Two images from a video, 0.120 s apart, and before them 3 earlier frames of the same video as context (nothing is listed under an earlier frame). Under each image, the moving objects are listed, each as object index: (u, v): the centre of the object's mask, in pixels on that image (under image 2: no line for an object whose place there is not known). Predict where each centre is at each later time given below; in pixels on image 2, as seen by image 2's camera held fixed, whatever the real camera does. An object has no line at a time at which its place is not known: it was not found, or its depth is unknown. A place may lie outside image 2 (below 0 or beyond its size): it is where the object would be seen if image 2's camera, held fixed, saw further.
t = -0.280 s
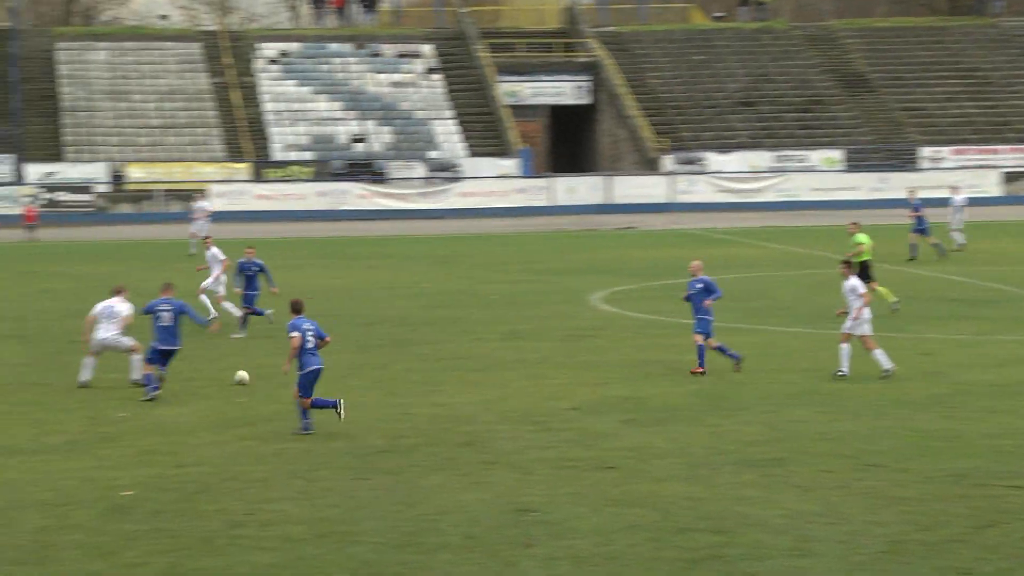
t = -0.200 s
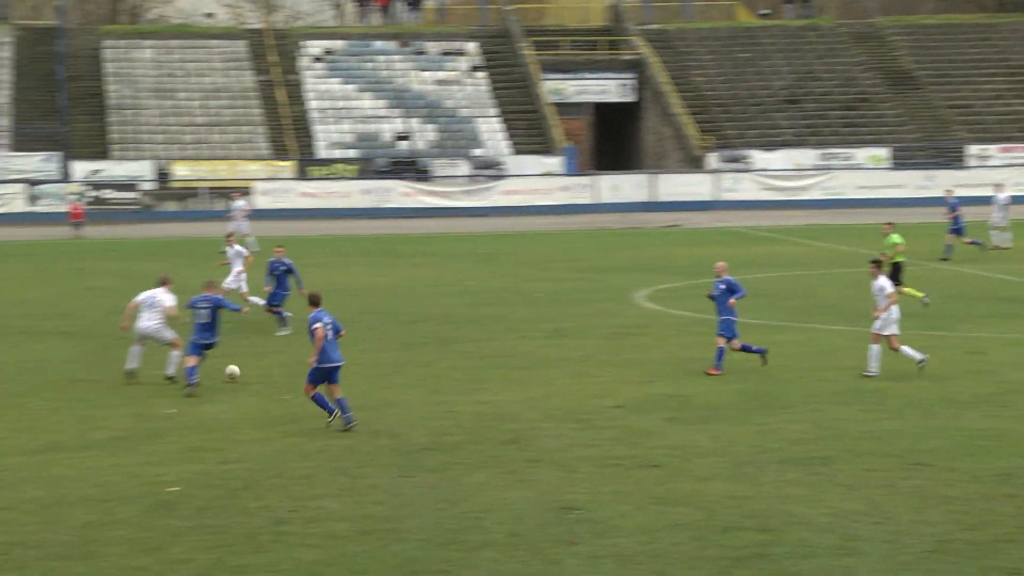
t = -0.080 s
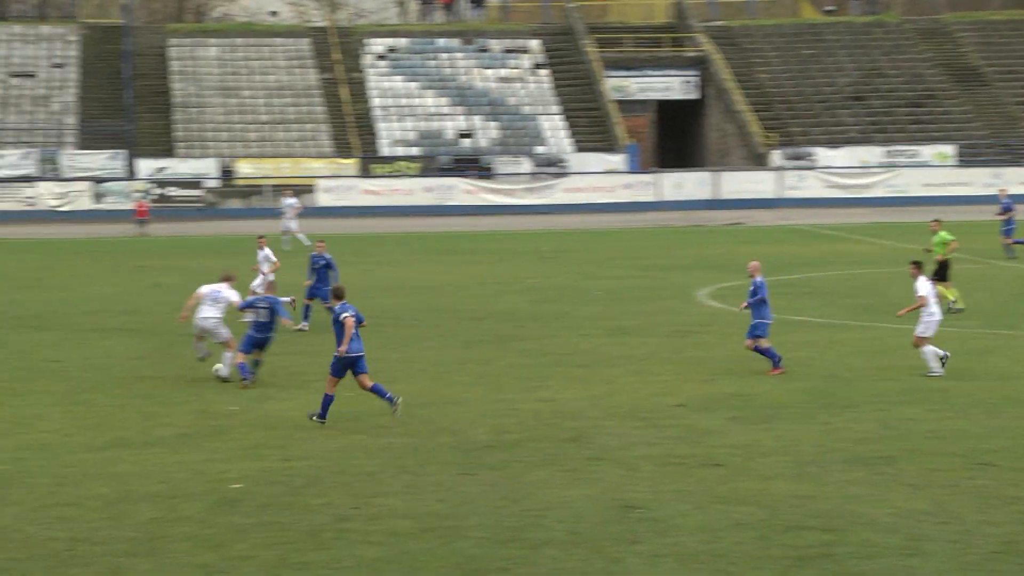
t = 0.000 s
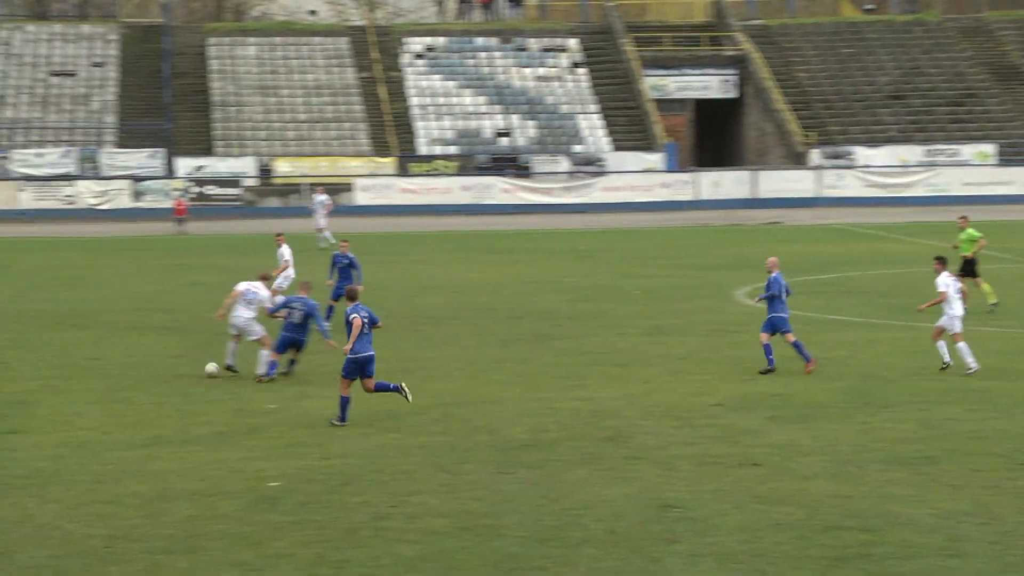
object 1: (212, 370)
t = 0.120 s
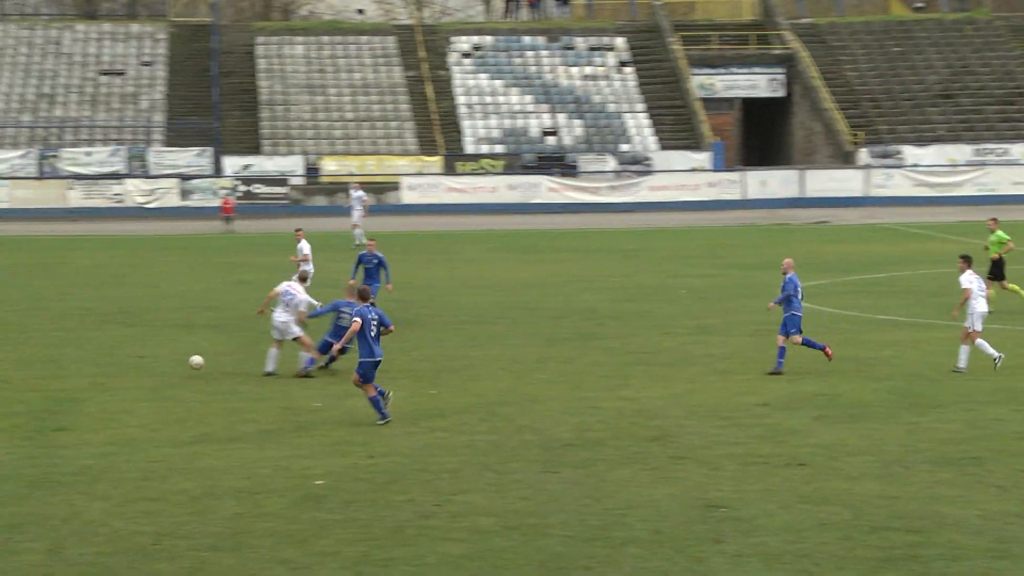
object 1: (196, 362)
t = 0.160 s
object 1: (176, 362)
